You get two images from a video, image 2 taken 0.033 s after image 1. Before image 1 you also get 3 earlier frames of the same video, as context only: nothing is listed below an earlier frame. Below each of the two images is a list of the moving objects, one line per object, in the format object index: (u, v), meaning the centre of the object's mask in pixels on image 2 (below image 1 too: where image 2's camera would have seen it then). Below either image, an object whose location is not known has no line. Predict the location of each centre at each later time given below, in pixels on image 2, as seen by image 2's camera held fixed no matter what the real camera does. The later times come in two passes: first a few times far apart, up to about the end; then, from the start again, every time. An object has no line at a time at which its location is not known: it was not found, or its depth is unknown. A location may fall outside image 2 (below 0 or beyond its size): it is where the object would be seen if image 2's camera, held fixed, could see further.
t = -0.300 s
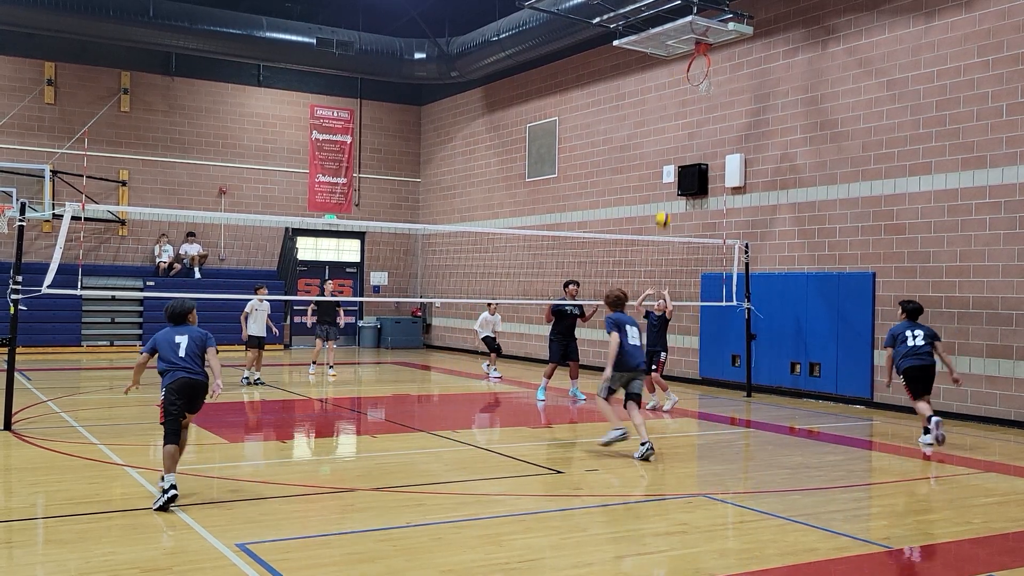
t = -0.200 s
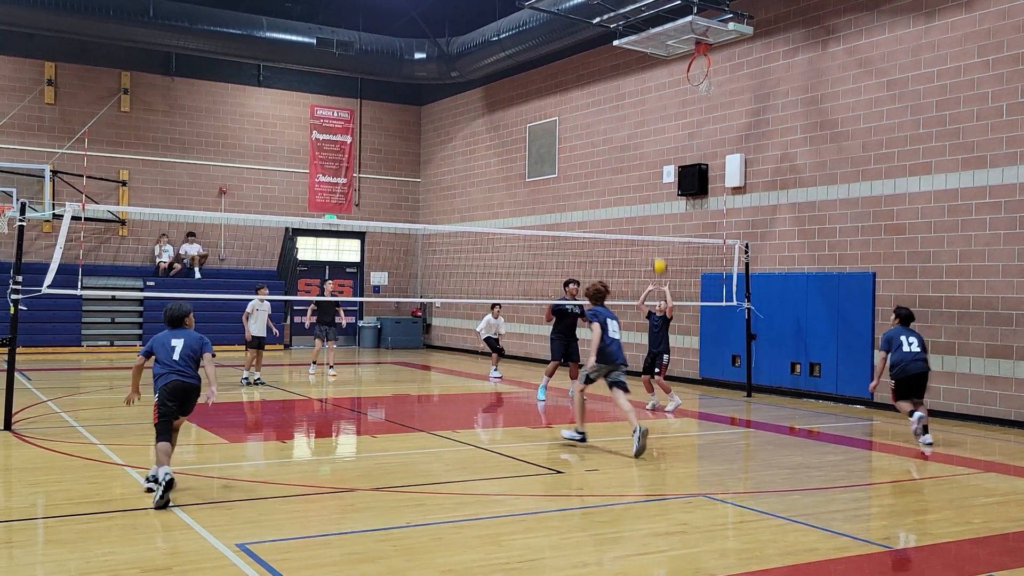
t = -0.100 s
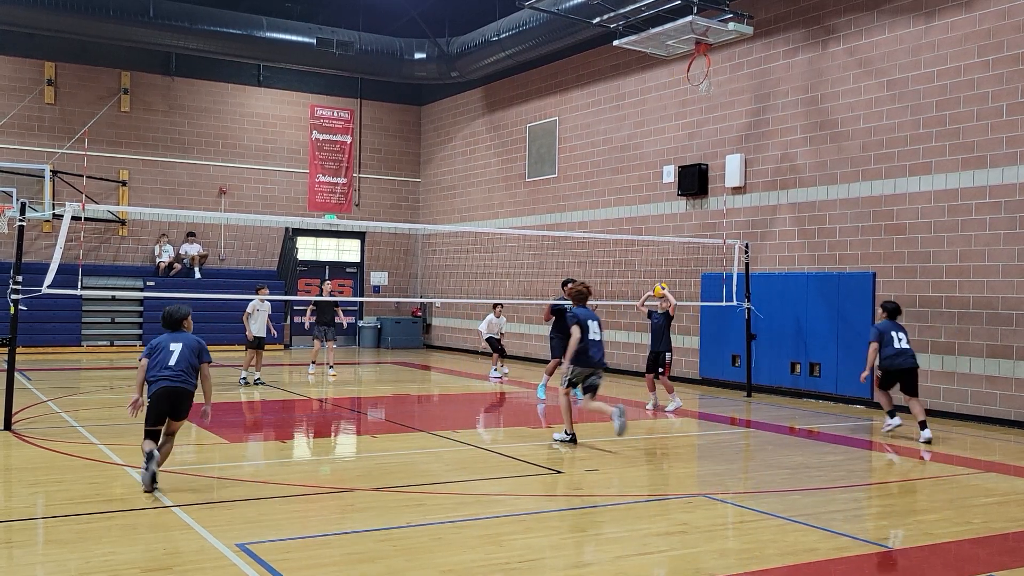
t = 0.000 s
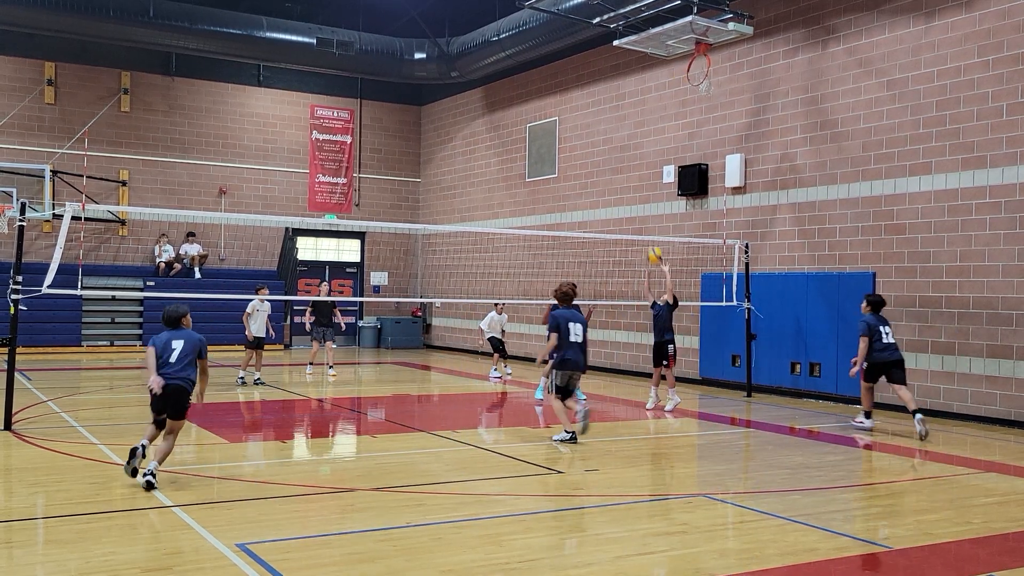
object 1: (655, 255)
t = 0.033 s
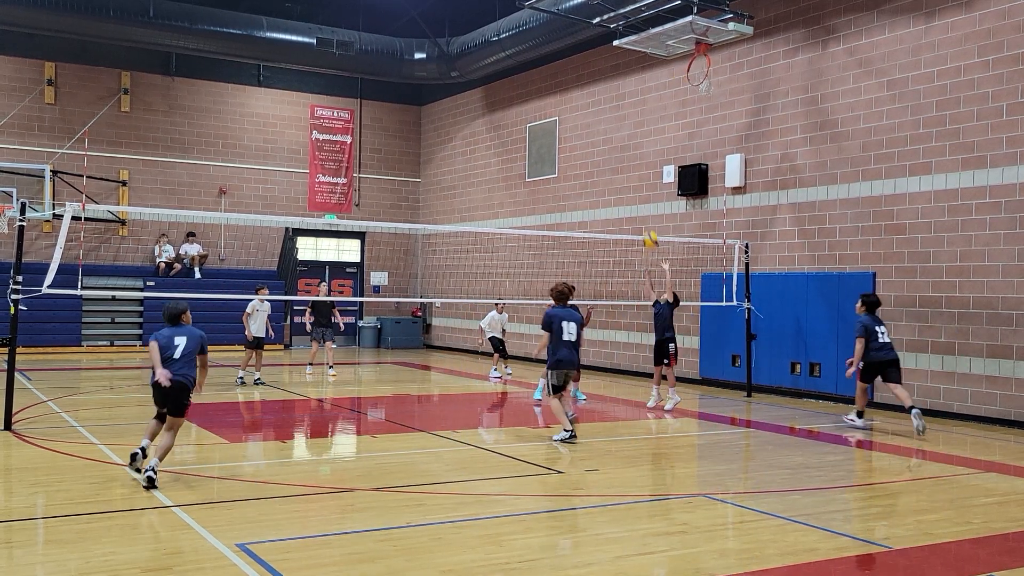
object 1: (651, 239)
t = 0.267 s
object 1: (623, 154)
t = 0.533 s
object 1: (591, 107)
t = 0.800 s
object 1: (558, 113)
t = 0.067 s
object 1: (646, 225)
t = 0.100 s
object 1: (642, 210)
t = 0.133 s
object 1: (639, 197)
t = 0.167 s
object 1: (634, 185)
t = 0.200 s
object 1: (630, 174)
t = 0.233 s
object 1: (626, 164)
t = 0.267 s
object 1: (623, 154)
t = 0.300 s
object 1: (619, 145)
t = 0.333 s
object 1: (615, 137)
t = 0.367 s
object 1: (611, 130)
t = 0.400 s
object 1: (607, 124)
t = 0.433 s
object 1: (603, 119)
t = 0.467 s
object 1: (599, 114)
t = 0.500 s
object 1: (595, 110)
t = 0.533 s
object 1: (591, 107)
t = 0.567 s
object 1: (587, 105)
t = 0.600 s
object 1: (583, 104)
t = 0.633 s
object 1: (579, 103)
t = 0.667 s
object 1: (575, 103)
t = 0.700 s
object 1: (571, 105)
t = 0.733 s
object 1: (566, 106)
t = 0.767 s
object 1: (563, 109)
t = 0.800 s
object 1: (558, 113)
